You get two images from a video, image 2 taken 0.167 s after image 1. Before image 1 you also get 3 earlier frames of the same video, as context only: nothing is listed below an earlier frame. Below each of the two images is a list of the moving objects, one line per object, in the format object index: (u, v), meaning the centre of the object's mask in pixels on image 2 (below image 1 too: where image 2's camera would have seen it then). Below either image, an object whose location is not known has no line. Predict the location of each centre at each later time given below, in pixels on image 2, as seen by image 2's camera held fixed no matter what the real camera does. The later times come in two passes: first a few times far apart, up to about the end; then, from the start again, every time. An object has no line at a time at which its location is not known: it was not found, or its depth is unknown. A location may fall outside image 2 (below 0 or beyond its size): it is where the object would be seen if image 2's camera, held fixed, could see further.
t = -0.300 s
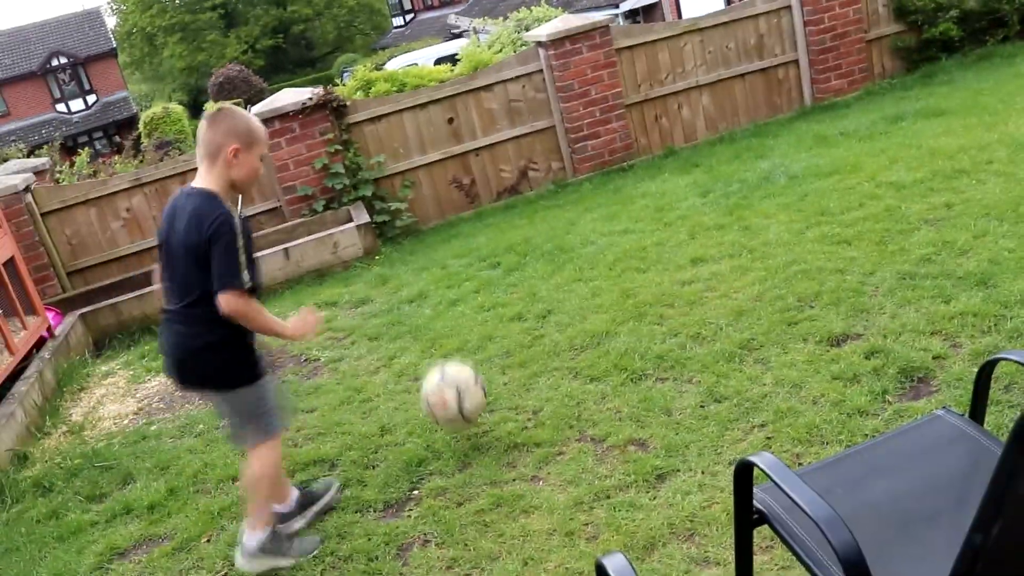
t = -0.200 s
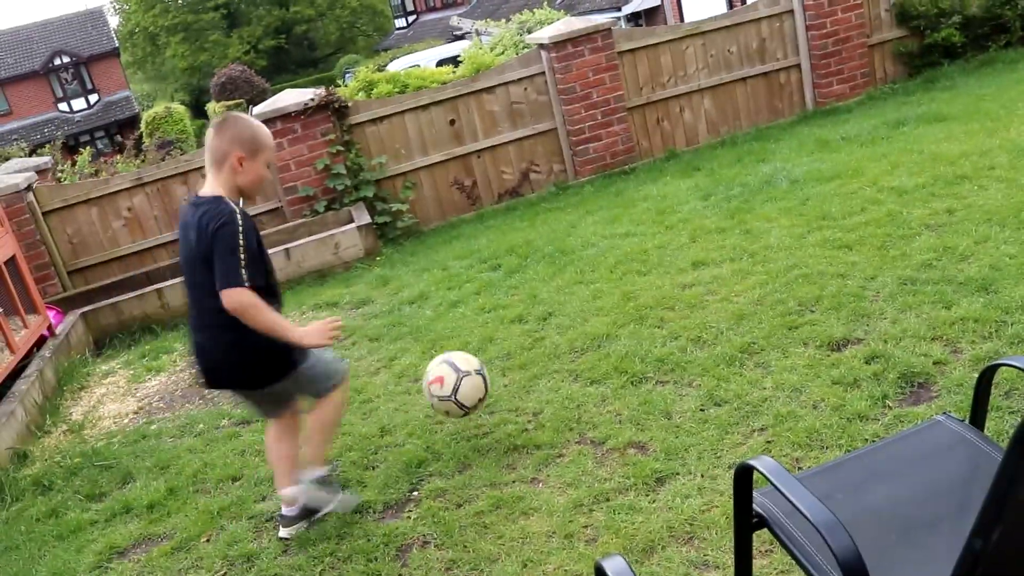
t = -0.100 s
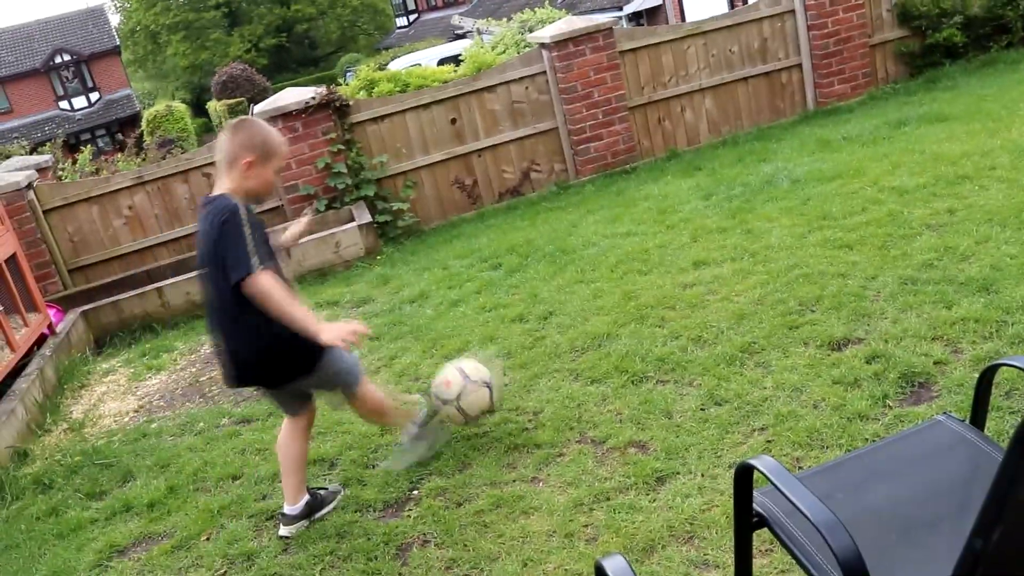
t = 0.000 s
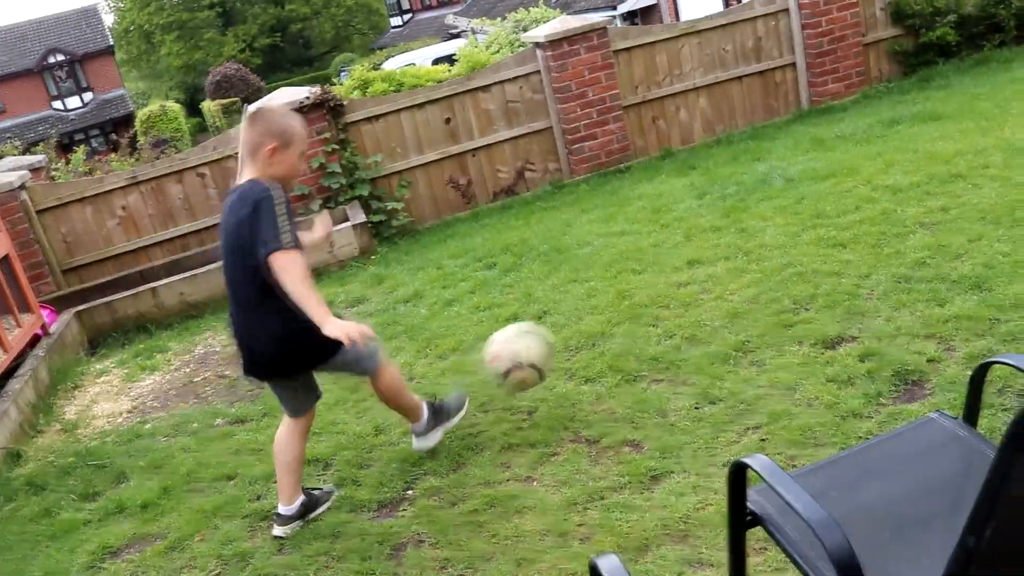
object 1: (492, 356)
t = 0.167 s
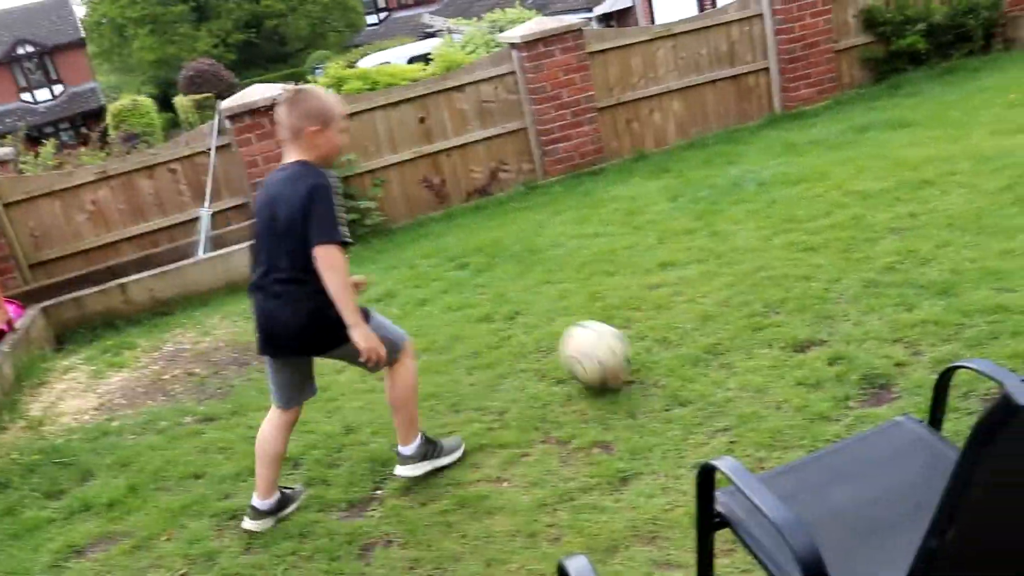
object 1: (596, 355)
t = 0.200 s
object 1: (618, 356)
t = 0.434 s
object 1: (720, 335)
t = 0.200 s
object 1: (618, 356)
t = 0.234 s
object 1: (630, 345)
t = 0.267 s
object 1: (641, 337)
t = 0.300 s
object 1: (653, 332)
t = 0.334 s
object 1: (670, 329)
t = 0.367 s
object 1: (687, 328)
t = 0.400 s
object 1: (705, 331)
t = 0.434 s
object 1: (720, 335)
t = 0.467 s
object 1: (733, 335)
